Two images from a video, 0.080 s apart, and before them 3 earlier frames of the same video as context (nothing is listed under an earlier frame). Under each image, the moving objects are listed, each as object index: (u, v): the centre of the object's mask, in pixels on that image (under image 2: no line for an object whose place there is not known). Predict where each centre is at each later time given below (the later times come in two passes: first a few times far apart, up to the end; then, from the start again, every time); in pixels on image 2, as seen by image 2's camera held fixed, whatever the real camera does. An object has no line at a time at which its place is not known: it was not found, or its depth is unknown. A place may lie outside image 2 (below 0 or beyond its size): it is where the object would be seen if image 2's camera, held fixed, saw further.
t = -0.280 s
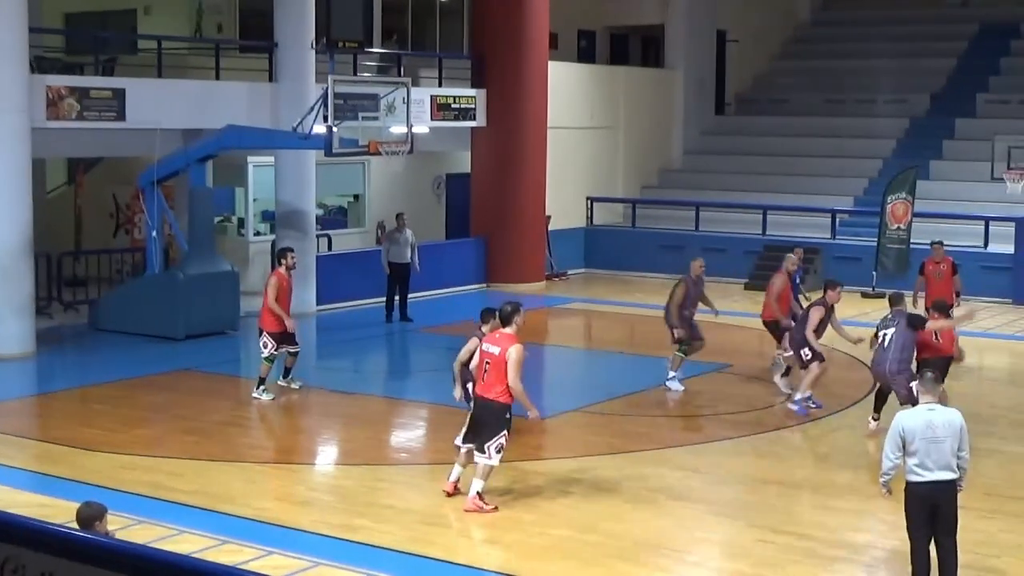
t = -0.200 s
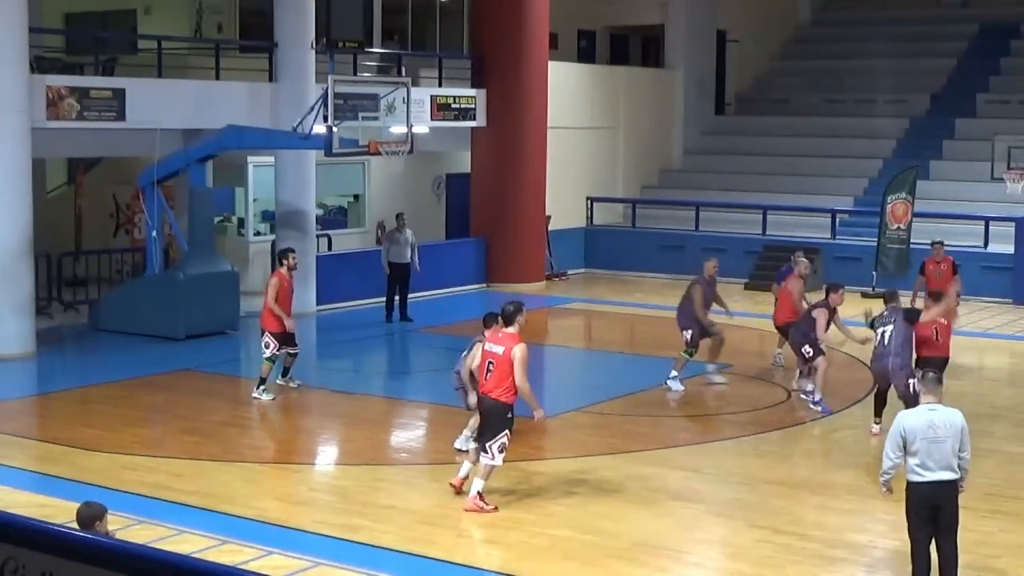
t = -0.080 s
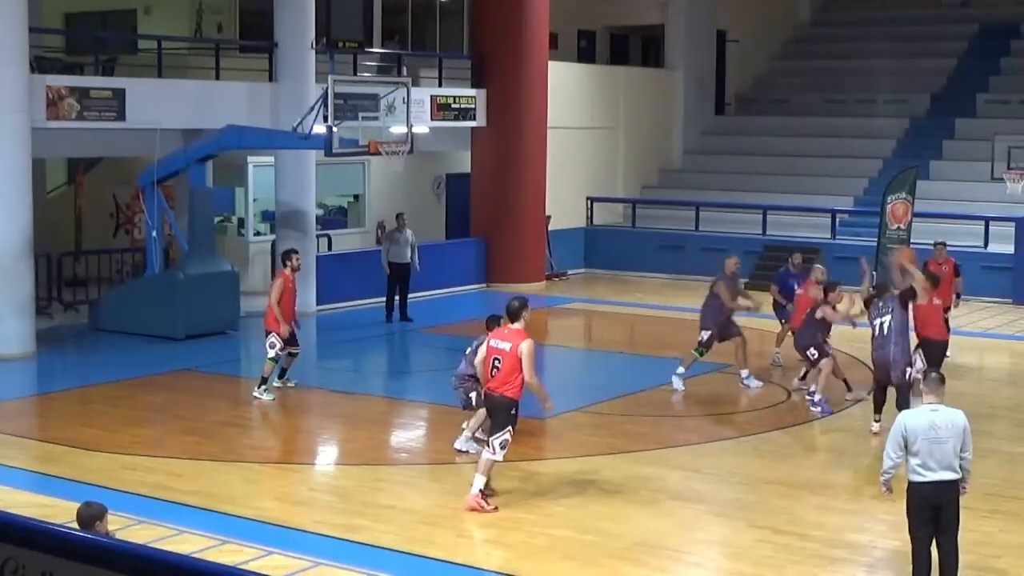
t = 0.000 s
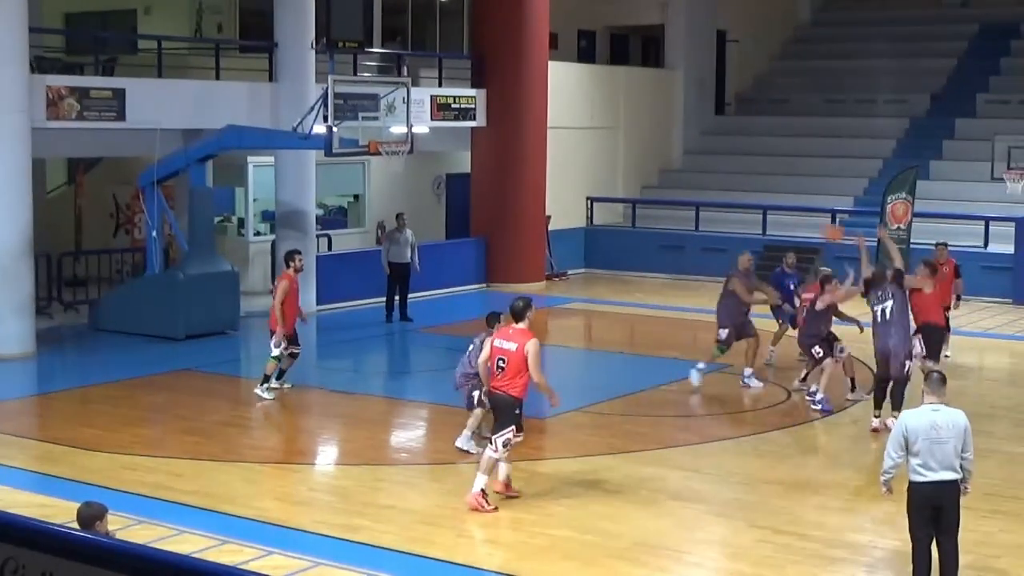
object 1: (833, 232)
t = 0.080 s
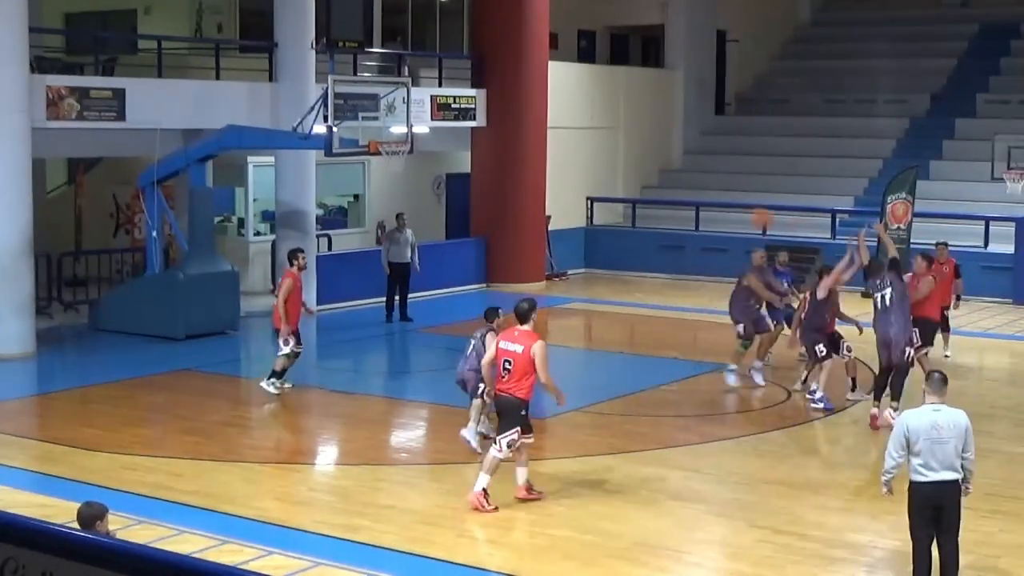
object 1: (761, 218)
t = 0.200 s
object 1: (657, 205)
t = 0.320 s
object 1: (561, 204)
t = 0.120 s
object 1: (726, 212)
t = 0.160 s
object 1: (691, 208)
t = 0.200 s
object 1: (657, 205)
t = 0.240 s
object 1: (626, 203)
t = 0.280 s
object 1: (593, 202)
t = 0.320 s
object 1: (561, 204)
